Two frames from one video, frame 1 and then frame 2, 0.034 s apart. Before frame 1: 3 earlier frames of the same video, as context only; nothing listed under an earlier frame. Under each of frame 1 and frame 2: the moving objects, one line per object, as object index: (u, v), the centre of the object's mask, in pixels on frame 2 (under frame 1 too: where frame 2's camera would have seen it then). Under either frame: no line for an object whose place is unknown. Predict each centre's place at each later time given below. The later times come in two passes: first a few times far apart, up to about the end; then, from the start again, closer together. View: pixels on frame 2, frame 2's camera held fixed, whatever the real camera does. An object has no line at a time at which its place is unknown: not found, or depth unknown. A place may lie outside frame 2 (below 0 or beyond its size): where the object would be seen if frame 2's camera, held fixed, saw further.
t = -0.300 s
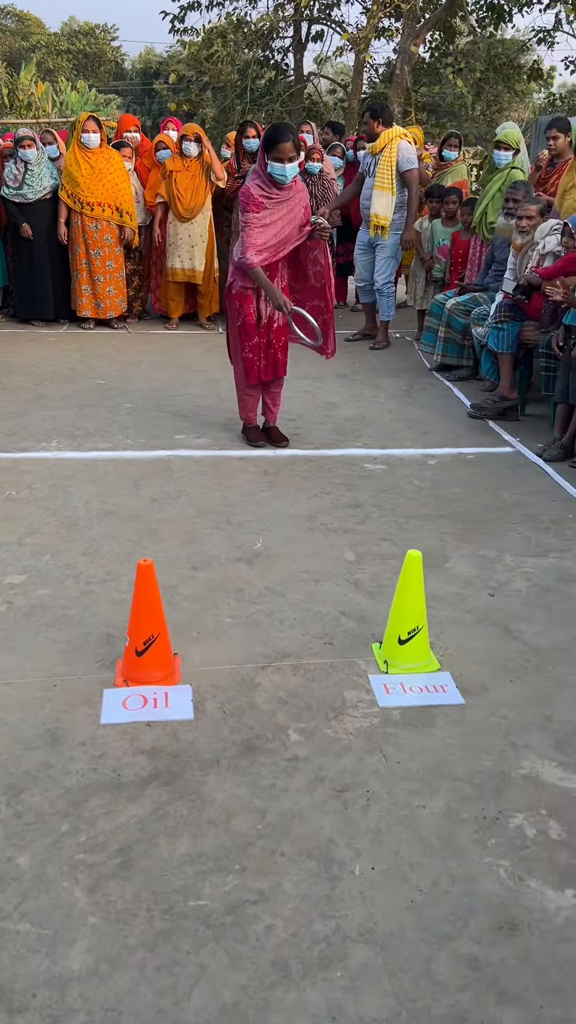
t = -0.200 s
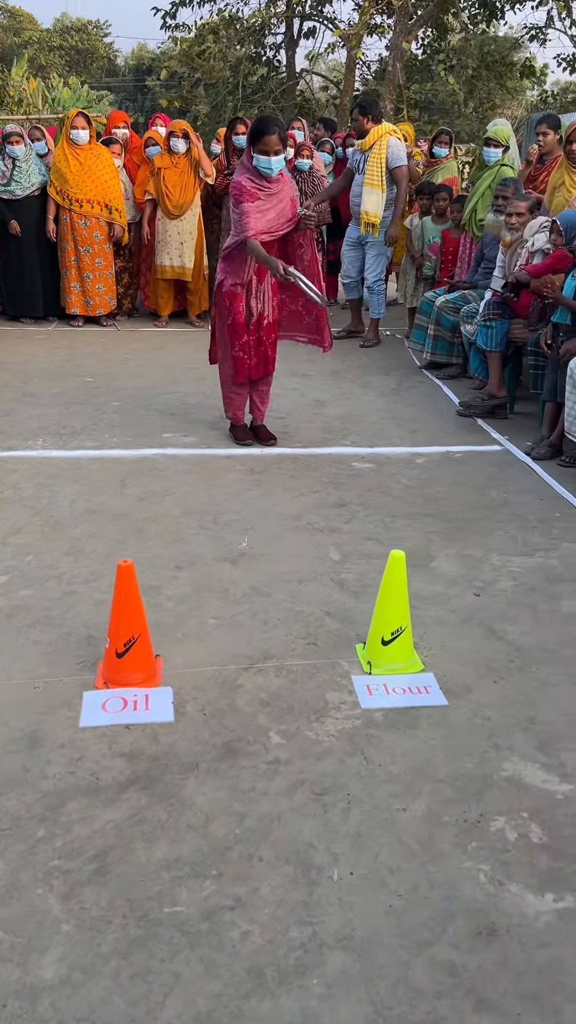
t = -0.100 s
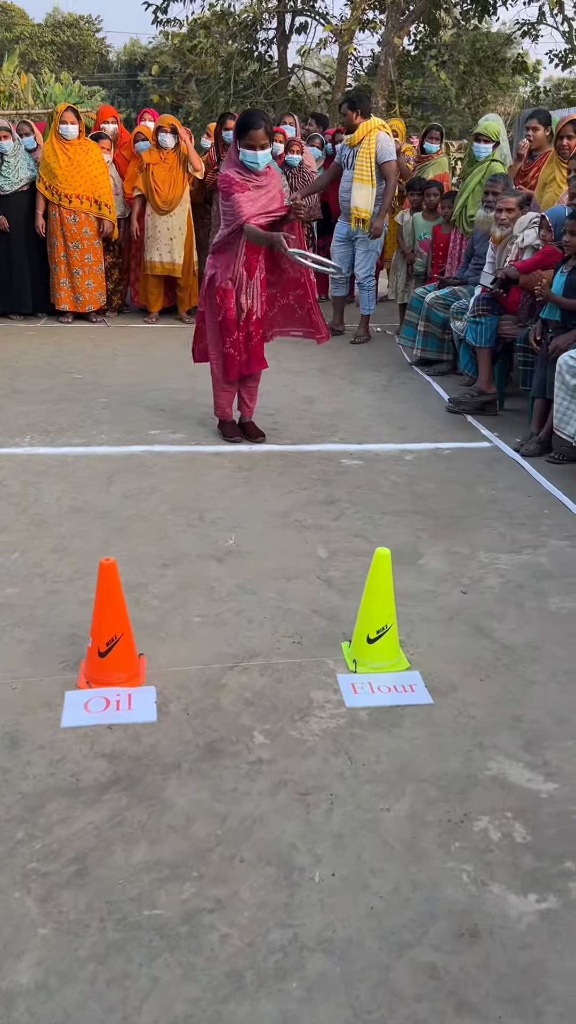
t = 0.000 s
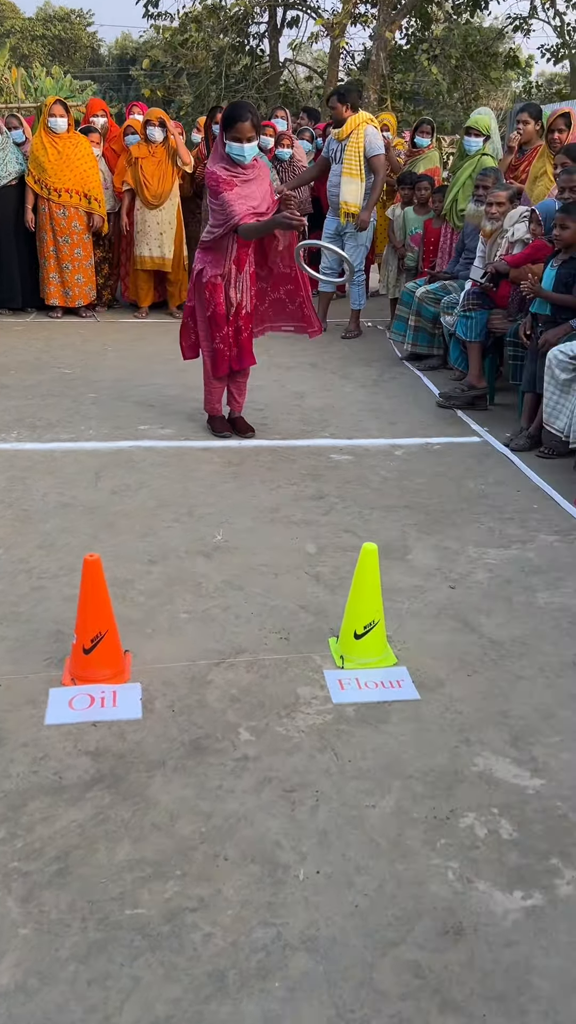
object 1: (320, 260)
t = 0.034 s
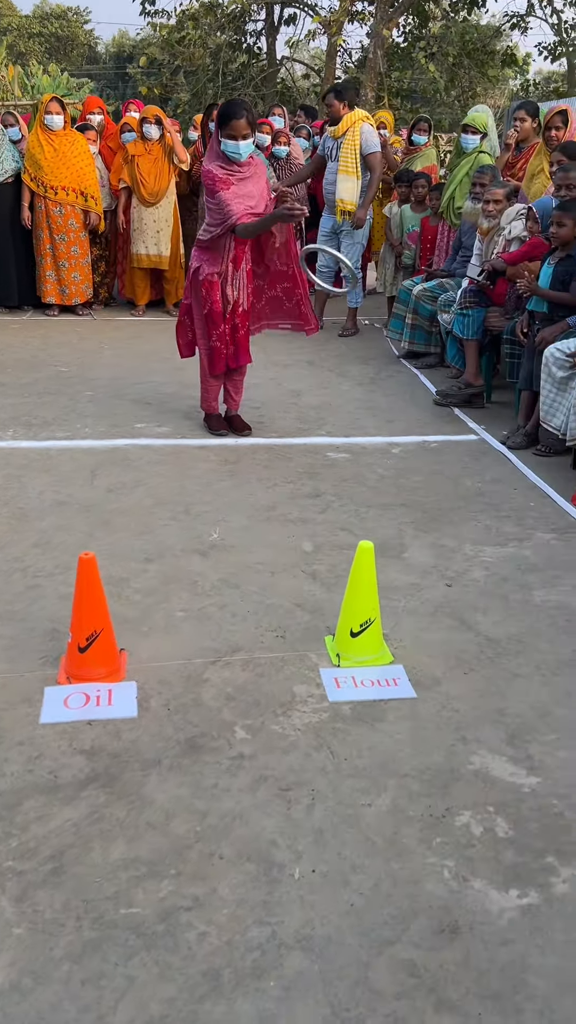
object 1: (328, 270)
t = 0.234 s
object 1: (375, 424)
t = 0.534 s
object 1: (404, 643)
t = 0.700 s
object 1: (377, 716)
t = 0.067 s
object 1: (335, 283)
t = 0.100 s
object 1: (341, 300)
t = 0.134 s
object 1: (351, 324)
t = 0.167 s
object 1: (357, 351)
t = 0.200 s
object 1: (366, 386)
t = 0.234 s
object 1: (375, 424)
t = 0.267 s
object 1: (385, 467)
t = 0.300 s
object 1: (394, 514)
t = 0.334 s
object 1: (405, 568)
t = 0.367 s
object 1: (417, 624)
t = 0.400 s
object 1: (416, 639)
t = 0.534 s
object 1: (404, 643)
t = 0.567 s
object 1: (399, 652)
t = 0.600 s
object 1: (395, 667)
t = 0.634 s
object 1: (390, 686)
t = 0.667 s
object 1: (384, 709)
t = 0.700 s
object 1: (377, 716)
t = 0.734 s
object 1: (370, 720)
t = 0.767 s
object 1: (362, 727)
